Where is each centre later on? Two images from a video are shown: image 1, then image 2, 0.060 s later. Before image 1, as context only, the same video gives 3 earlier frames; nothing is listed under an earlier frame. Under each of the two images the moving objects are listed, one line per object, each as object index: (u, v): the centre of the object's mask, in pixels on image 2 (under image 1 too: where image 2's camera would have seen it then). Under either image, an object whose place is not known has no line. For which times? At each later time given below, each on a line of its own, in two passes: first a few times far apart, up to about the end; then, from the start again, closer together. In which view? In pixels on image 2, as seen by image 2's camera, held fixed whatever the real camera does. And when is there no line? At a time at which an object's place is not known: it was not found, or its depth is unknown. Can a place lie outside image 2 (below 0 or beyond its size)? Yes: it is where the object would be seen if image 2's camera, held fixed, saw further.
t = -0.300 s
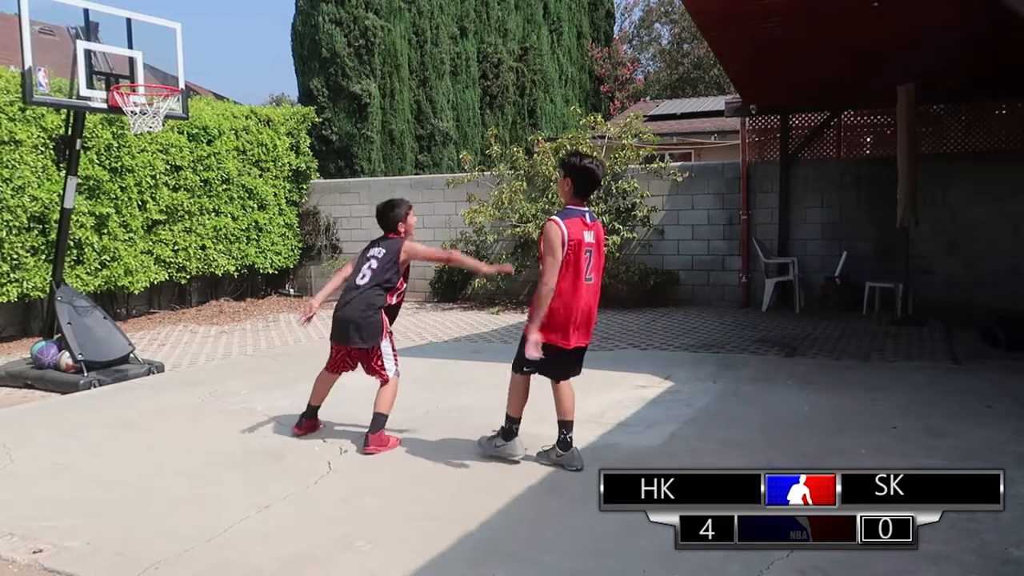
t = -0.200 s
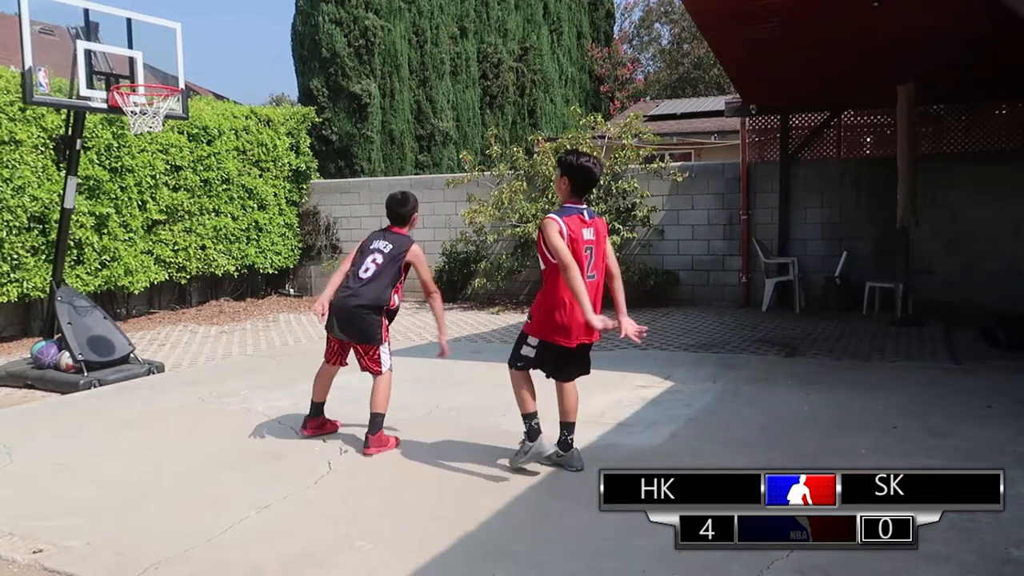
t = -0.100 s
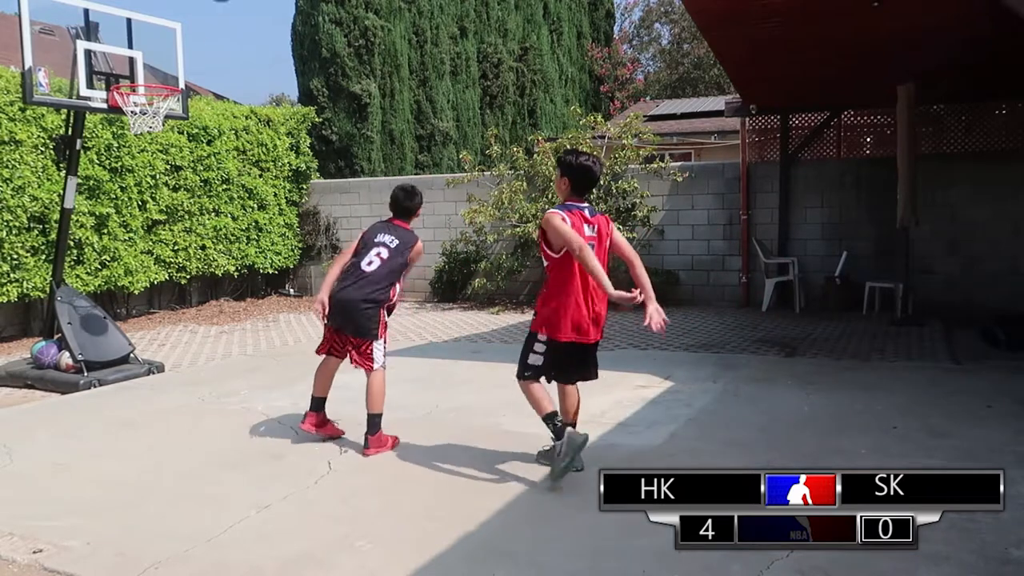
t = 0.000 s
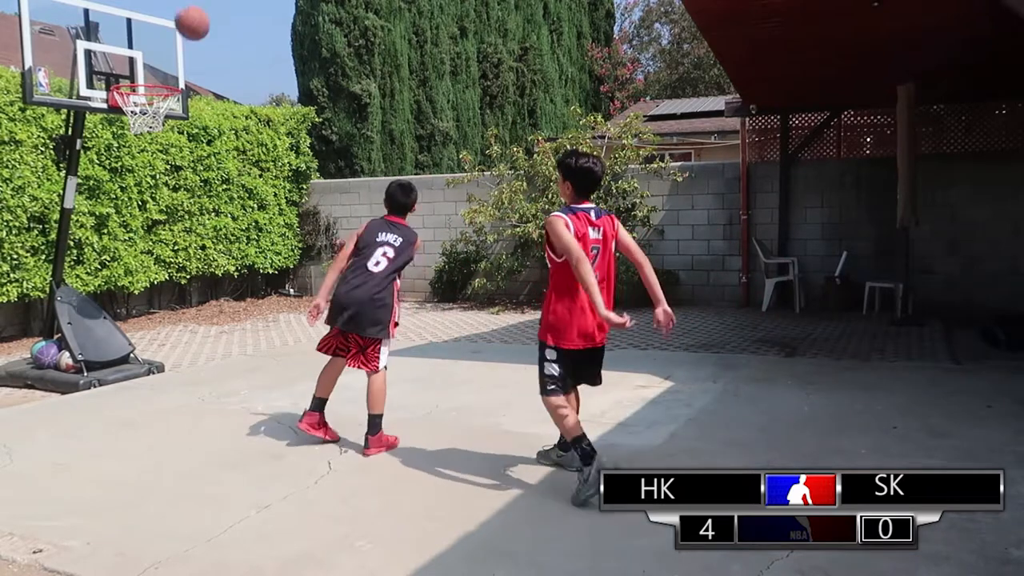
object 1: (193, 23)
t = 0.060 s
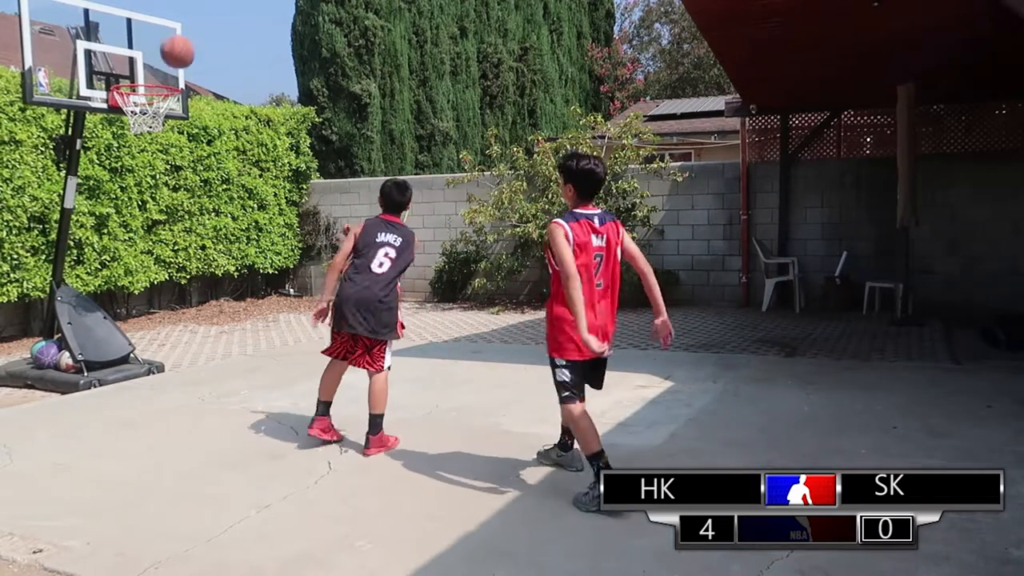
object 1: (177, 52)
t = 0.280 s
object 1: (141, 91)
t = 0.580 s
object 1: (149, 101)
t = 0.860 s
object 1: (147, 165)
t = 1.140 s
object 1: (148, 312)
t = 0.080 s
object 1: (173, 62)
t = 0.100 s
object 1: (169, 72)
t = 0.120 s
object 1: (165, 74)
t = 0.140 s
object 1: (163, 73)
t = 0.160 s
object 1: (159, 73)
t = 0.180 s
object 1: (155, 73)
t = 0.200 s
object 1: (152, 75)
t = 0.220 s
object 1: (149, 76)
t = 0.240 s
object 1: (145, 77)
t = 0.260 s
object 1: (142, 88)
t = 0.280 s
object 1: (141, 91)
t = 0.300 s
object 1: (141, 91)
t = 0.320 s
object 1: (141, 91)
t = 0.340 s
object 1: (143, 92)
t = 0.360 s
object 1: (144, 93)
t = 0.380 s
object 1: (145, 95)
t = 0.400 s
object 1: (145, 99)
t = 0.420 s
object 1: (146, 101)
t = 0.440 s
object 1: (148, 103)
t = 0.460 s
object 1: (149, 105)
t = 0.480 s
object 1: (149, 104)
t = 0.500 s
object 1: (150, 102)
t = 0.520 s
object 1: (149, 101)
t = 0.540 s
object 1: (149, 101)
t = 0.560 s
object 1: (149, 101)
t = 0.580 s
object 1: (149, 101)
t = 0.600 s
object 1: (148, 102)
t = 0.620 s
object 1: (148, 102)
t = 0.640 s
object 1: (148, 103)
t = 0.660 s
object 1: (153, 106)
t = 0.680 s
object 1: (149, 117)
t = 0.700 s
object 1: (149, 122)
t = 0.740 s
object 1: (150, 136)
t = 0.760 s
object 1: (149, 139)
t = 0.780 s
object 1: (148, 142)
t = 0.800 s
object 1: (148, 145)
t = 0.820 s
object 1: (147, 151)
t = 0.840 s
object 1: (147, 158)
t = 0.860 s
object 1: (147, 165)
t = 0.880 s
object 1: (146, 172)
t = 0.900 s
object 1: (147, 180)
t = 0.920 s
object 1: (147, 190)
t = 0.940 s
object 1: (147, 198)
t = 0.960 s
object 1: (147, 208)
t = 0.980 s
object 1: (148, 218)
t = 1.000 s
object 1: (148, 228)
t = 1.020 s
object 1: (148, 239)
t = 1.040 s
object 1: (148, 250)
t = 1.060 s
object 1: (148, 262)
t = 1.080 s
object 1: (148, 274)
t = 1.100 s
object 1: (148, 288)
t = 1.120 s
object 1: (149, 300)
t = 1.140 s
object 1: (148, 312)
